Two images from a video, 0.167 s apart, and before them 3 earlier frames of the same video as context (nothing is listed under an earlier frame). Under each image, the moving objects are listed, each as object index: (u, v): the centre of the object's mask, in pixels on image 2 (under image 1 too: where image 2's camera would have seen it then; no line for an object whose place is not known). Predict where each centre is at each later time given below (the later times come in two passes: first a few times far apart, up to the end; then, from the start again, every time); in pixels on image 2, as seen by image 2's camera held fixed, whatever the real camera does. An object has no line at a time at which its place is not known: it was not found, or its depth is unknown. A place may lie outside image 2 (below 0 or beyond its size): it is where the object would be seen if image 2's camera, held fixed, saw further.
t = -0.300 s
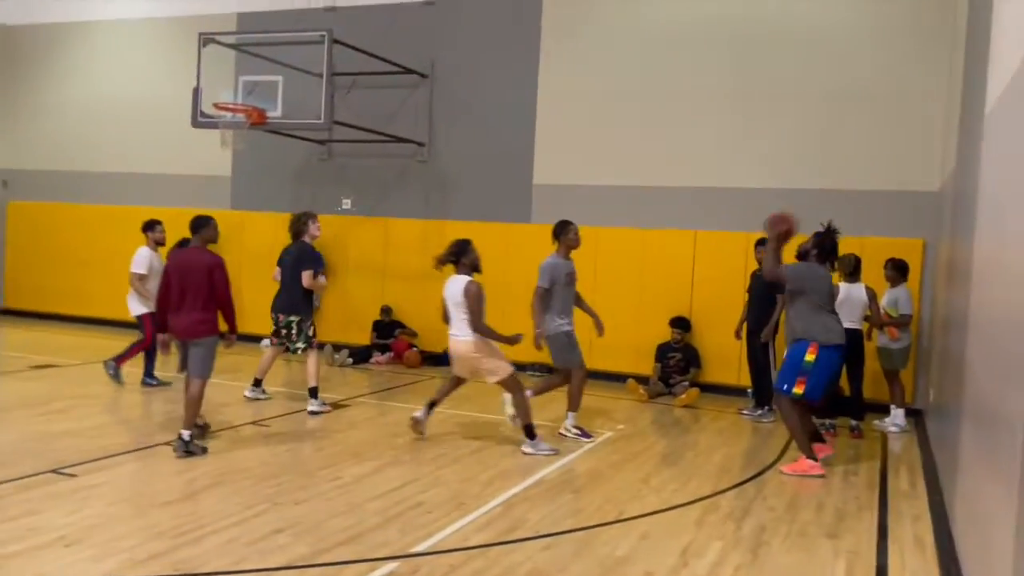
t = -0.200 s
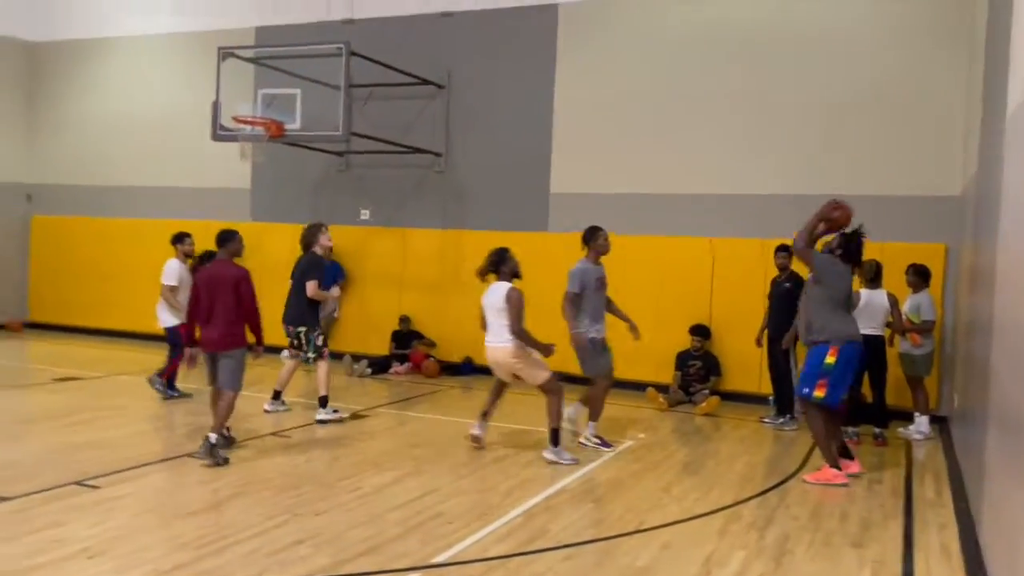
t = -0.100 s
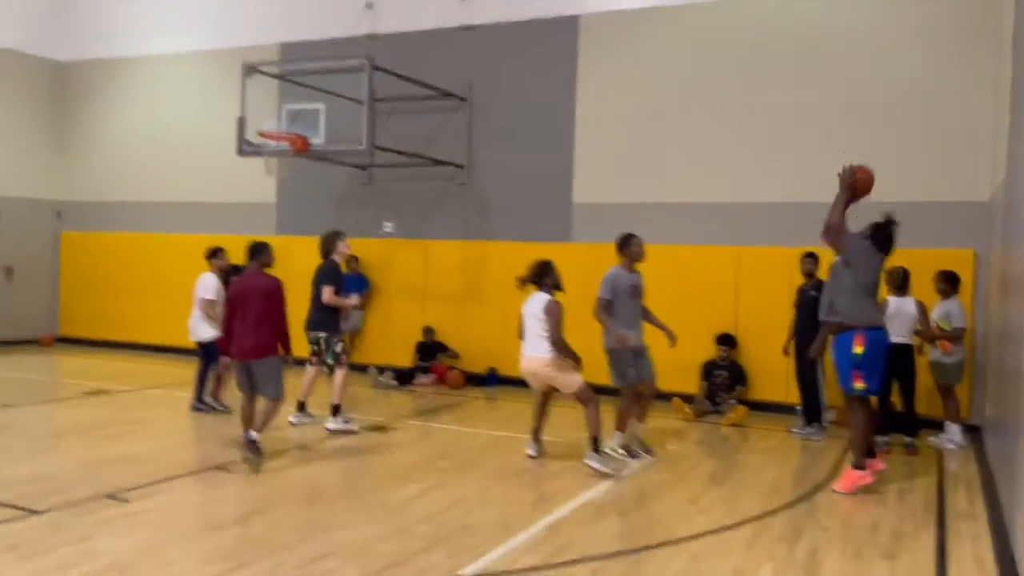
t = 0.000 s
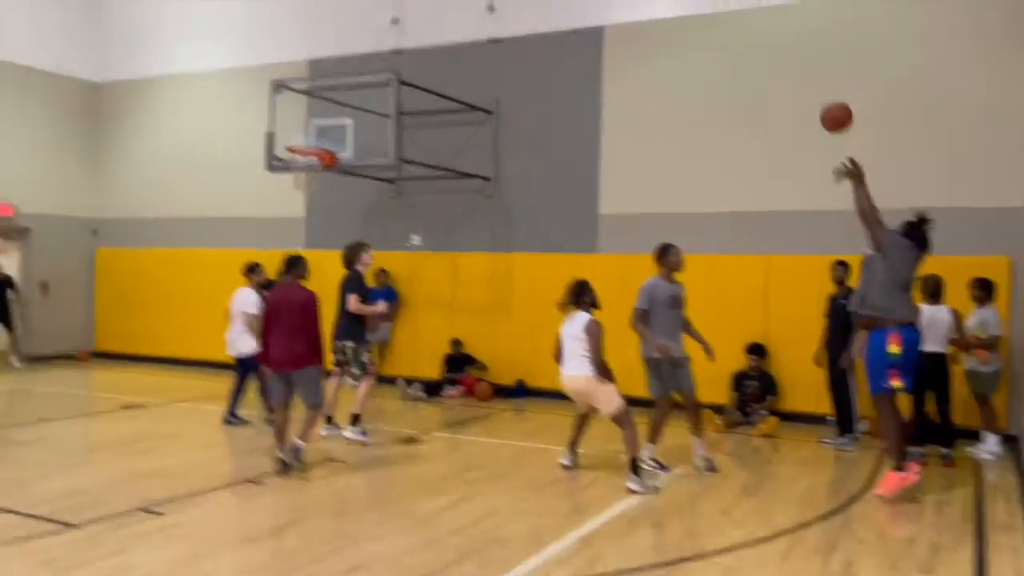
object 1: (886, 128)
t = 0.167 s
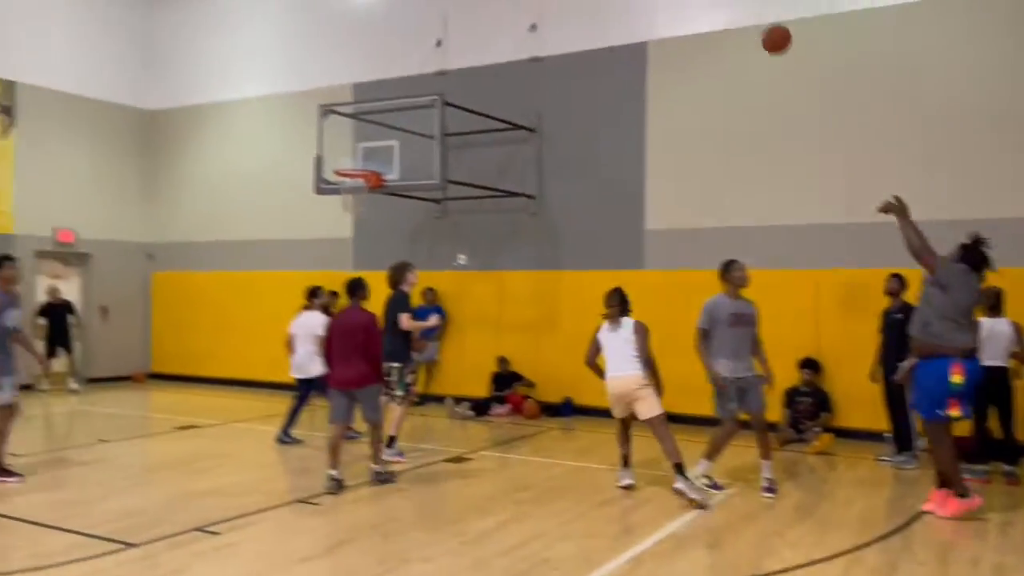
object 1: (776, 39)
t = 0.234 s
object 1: (736, 16)
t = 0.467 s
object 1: (614, -14)
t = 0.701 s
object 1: (513, 5)
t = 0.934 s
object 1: (427, 73)
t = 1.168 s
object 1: (356, 168)
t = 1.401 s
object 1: (325, 135)
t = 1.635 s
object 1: (293, 141)
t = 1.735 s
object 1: (278, 160)
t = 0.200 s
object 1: (756, 27)
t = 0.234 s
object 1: (736, 16)
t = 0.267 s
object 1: (717, 7)
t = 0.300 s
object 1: (698, 1)
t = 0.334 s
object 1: (681, -3)
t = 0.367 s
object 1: (663, -7)
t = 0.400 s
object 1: (646, -10)
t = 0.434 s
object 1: (630, -12)
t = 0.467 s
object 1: (614, -14)
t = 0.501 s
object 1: (598, -15)
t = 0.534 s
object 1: (583, -14)
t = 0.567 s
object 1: (569, -13)
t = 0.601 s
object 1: (554, -11)
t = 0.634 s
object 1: (541, -6)
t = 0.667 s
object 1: (527, -1)
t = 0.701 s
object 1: (513, 5)
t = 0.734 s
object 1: (501, 12)
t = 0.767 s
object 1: (488, 20)
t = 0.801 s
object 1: (475, 29)
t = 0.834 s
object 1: (463, 39)
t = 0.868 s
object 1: (451, 49)
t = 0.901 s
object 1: (439, 60)
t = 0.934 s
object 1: (427, 73)
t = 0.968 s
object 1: (416, 87)
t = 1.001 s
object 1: (405, 100)
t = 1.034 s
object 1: (394, 114)
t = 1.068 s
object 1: (384, 128)
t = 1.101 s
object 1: (374, 143)
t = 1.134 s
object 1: (364, 159)
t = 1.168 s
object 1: (356, 168)
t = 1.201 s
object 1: (350, 163)
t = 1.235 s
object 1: (345, 160)
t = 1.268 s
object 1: (341, 153)
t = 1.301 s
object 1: (337, 147)
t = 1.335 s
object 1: (333, 143)
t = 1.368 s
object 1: (329, 138)
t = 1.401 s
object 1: (325, 135)
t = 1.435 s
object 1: (320, 133)
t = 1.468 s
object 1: (316, 131)
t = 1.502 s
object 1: (312, 131)
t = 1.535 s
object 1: (307, 132)
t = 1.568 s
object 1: (303, 134)
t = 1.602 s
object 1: (298, 136)
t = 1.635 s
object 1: (293, 141)
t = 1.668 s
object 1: (288, 146)
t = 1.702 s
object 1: (283, 152)
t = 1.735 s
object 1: (278, 160)
